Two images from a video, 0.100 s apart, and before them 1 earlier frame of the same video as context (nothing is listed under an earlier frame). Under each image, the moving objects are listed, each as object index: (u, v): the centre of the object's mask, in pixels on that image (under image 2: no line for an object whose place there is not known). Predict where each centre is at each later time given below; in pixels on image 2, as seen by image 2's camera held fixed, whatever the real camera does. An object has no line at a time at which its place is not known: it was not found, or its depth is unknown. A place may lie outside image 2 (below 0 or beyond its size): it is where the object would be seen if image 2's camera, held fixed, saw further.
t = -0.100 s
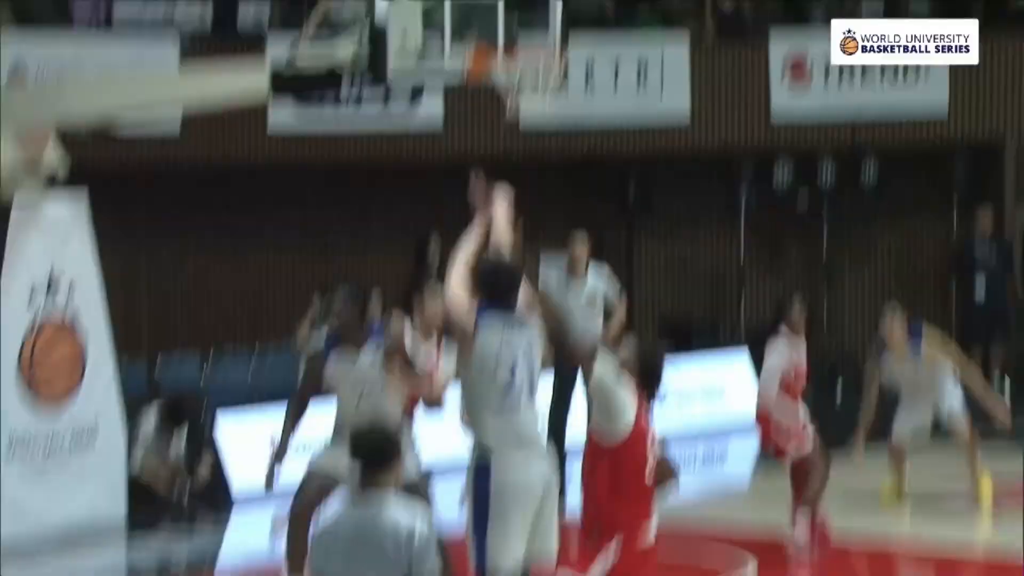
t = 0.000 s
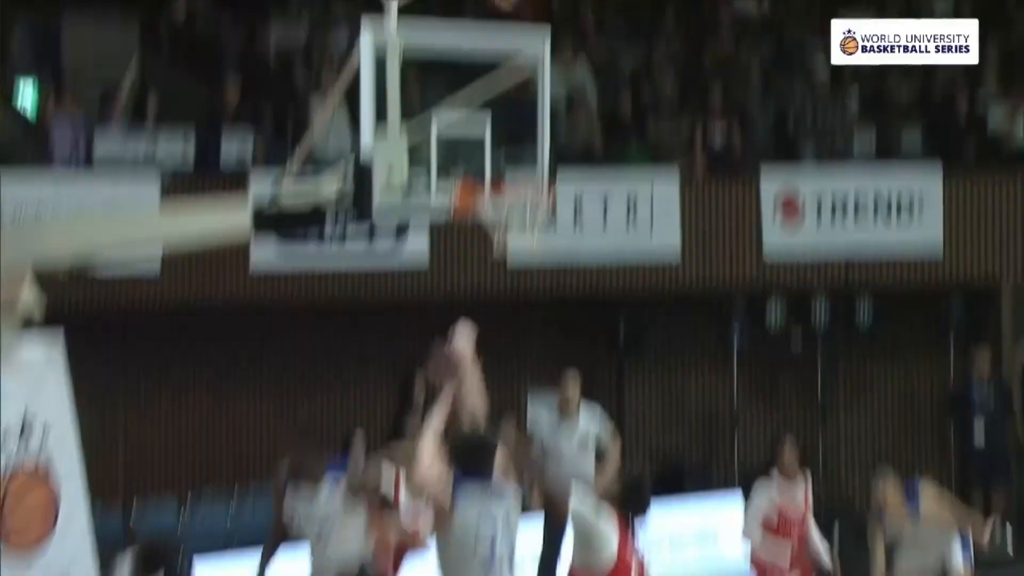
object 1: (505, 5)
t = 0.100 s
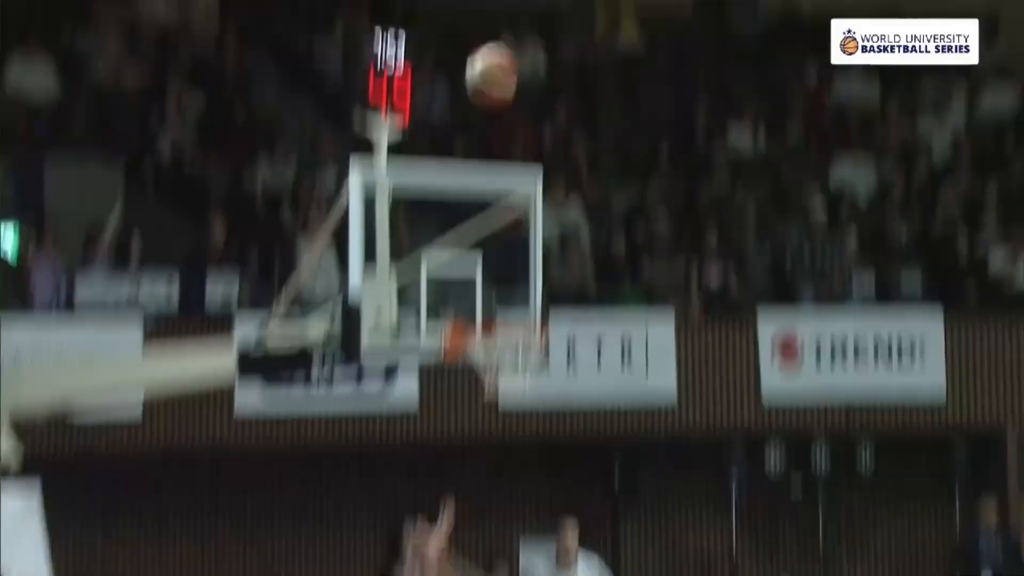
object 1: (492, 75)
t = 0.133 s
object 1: (491, 63)
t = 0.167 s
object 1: (490, 59)
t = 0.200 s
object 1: (490, 51)
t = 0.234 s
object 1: (489, 44)
